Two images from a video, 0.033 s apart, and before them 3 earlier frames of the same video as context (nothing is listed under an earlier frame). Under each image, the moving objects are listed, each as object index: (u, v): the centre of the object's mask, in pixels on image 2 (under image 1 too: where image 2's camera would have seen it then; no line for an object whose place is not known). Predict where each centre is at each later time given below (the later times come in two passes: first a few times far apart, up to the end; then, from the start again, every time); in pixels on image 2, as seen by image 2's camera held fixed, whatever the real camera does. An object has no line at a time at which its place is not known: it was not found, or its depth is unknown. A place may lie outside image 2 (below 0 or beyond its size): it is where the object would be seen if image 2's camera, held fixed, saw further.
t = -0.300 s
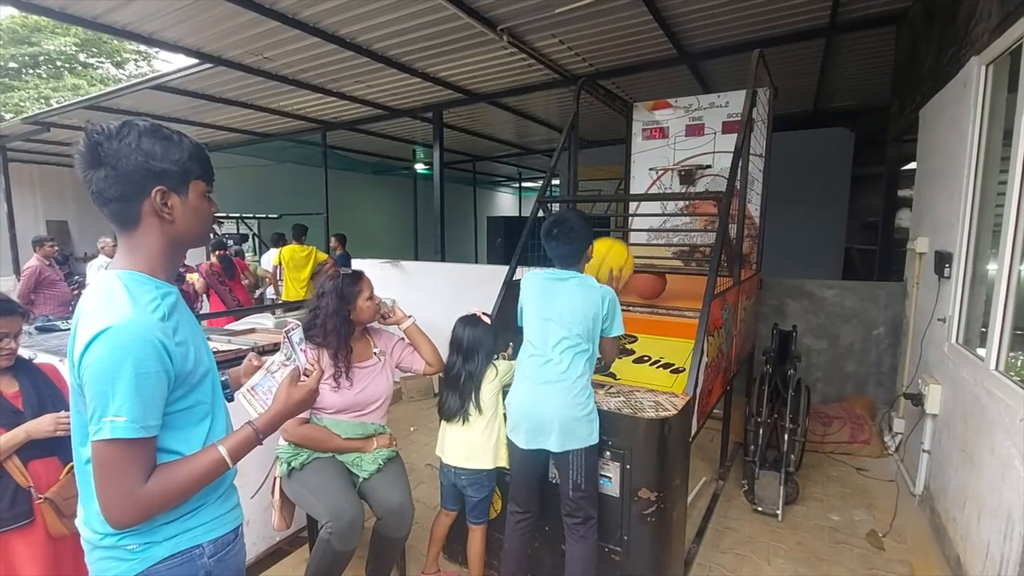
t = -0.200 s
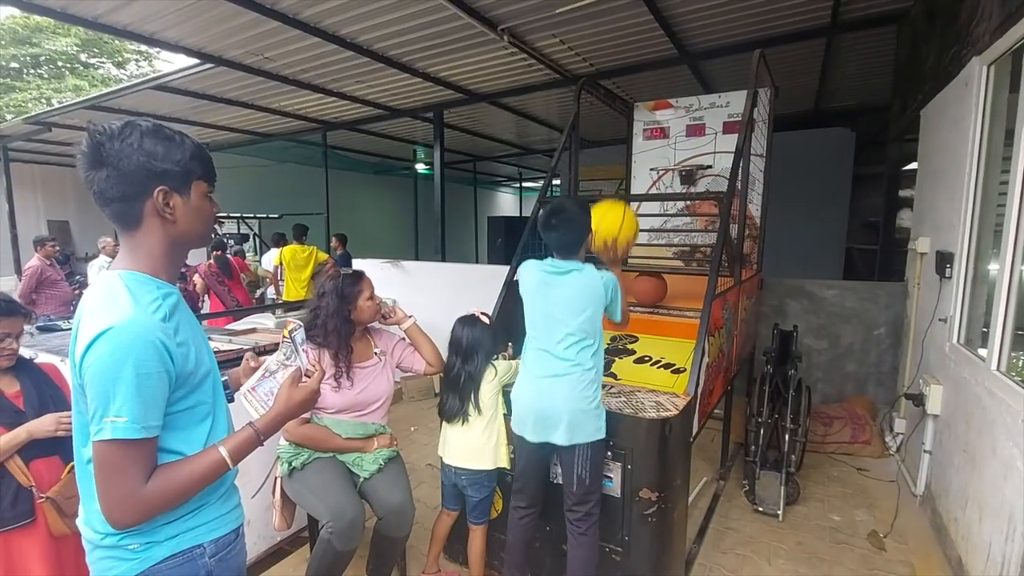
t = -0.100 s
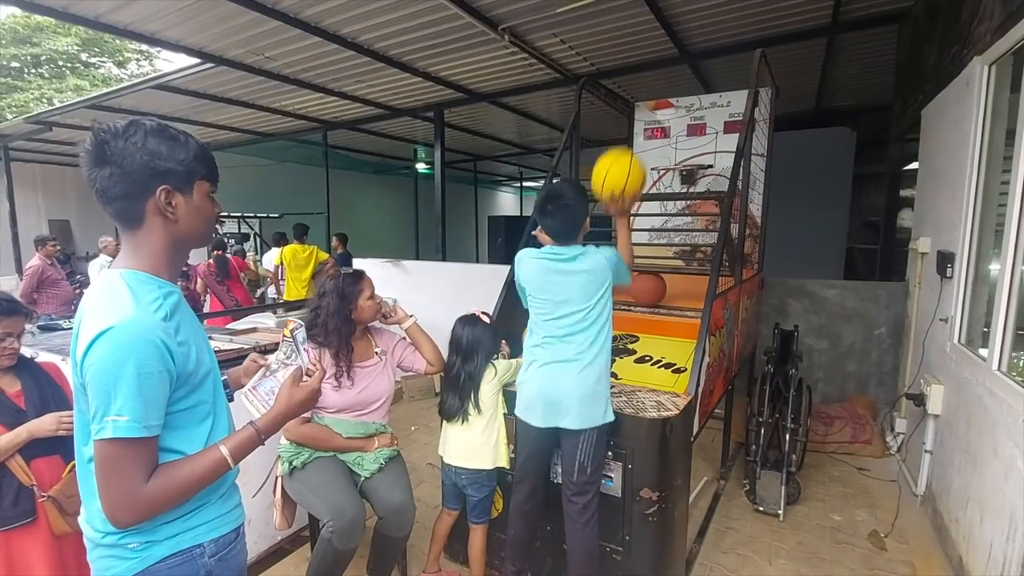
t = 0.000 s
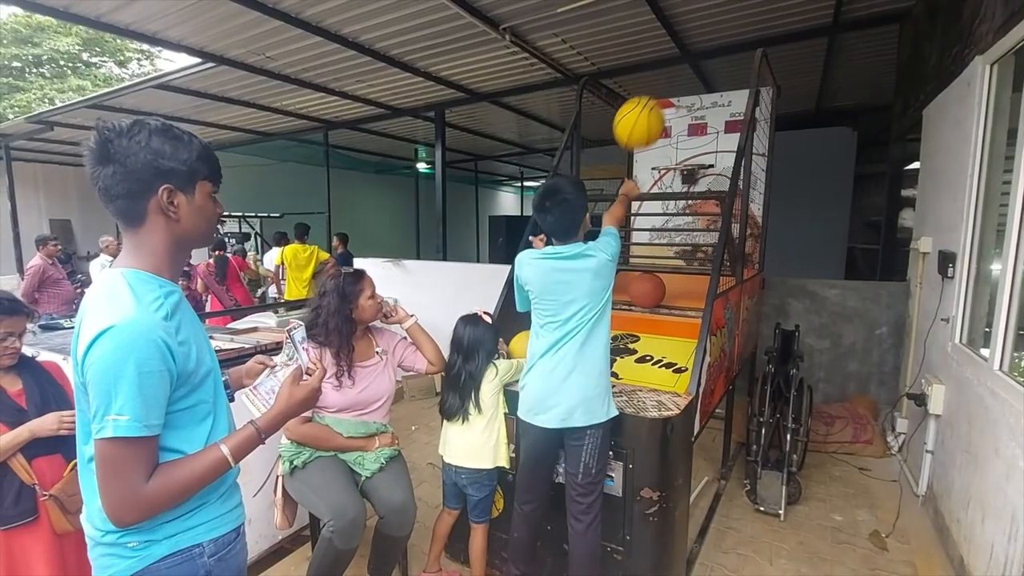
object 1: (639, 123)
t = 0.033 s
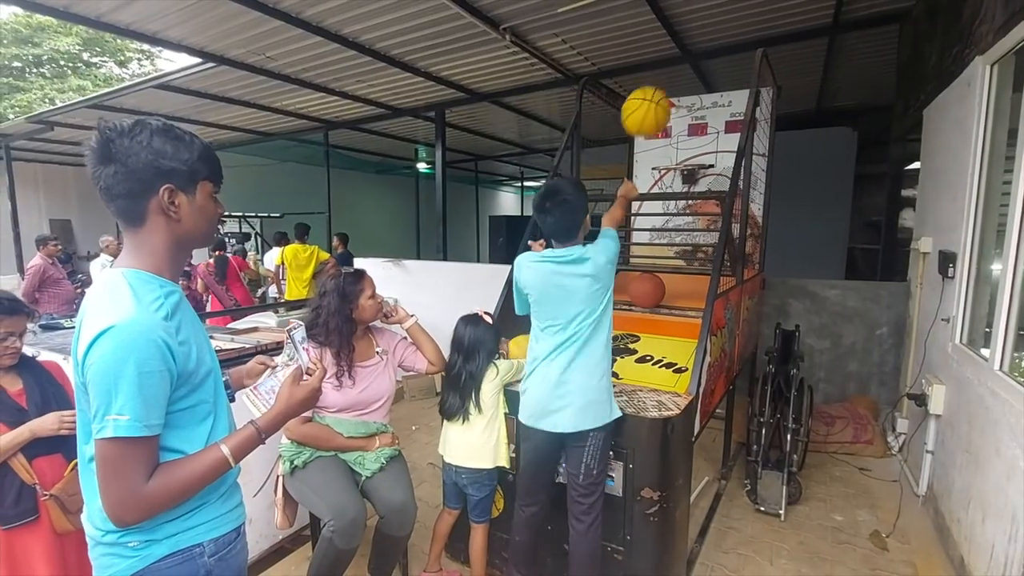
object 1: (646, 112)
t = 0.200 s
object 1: (671, 96)
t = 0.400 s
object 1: (690, 141)
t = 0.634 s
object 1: (678, 165)
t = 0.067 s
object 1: (652, 103)
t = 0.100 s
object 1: (657, 98)
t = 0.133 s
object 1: (662, 95)
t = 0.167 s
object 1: (667, 95)
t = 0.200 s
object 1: (671, 96)
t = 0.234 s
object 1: (675, 100)
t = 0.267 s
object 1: (678, 106)
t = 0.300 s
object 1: (682, 112)
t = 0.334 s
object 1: (685, 121)
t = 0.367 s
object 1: (687, 131)
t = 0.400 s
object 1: (690, 141)
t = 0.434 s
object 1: (692, 152)
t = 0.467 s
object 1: (691, 160)
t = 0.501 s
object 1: (685, 164)
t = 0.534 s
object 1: (676, 166)
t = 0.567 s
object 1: (669, 167)
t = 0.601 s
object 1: (670, 166)
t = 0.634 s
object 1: (678, 165)
